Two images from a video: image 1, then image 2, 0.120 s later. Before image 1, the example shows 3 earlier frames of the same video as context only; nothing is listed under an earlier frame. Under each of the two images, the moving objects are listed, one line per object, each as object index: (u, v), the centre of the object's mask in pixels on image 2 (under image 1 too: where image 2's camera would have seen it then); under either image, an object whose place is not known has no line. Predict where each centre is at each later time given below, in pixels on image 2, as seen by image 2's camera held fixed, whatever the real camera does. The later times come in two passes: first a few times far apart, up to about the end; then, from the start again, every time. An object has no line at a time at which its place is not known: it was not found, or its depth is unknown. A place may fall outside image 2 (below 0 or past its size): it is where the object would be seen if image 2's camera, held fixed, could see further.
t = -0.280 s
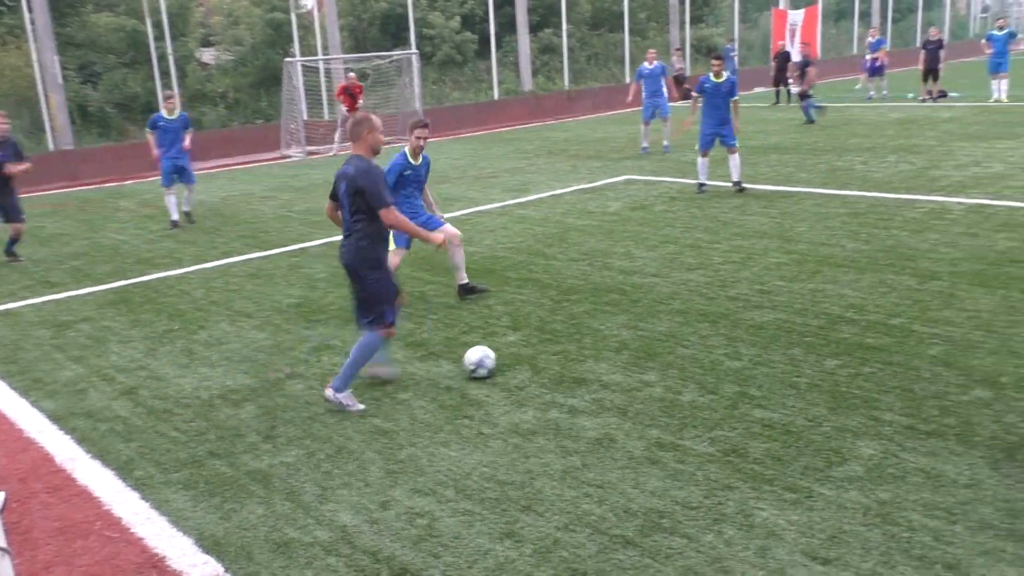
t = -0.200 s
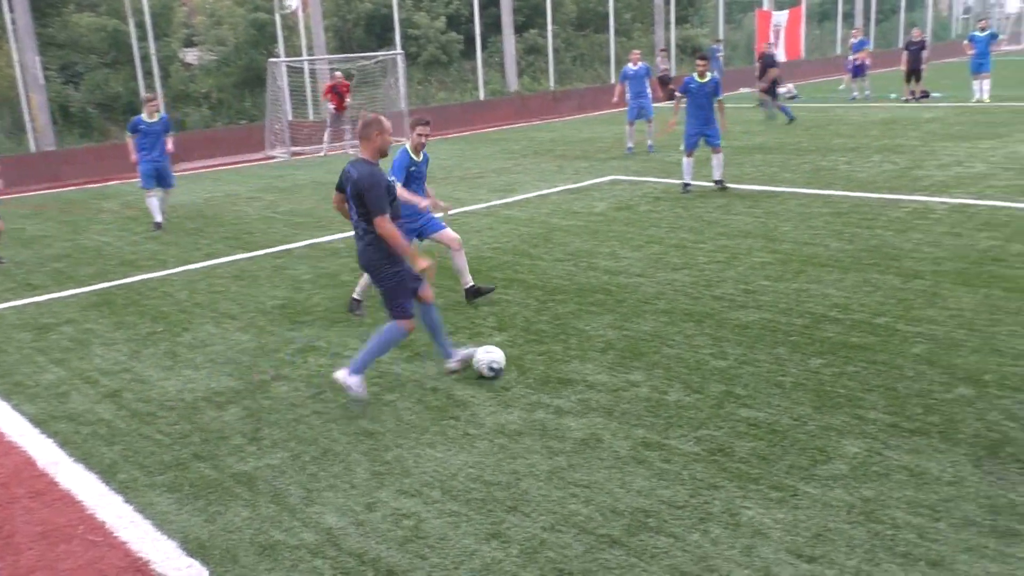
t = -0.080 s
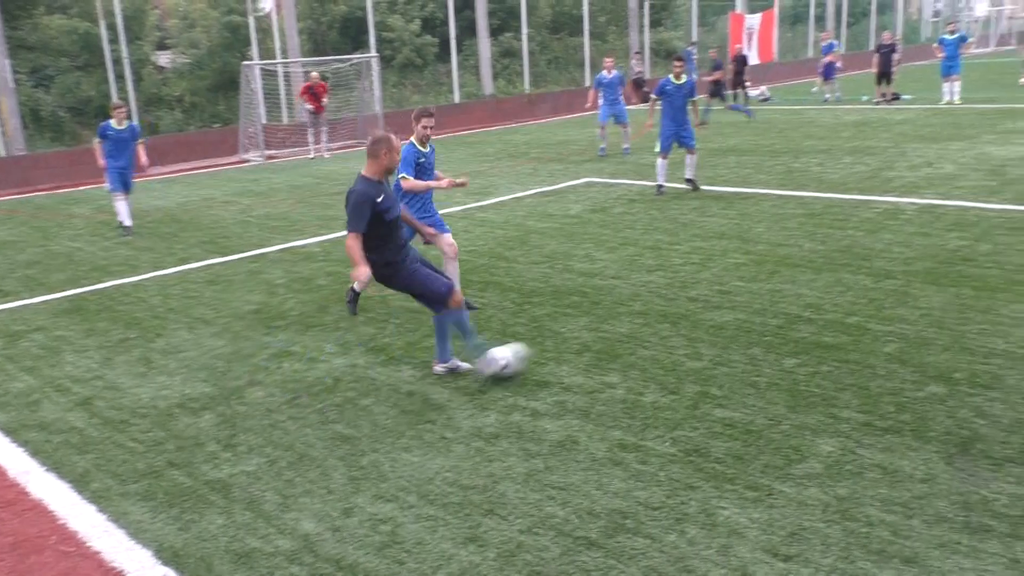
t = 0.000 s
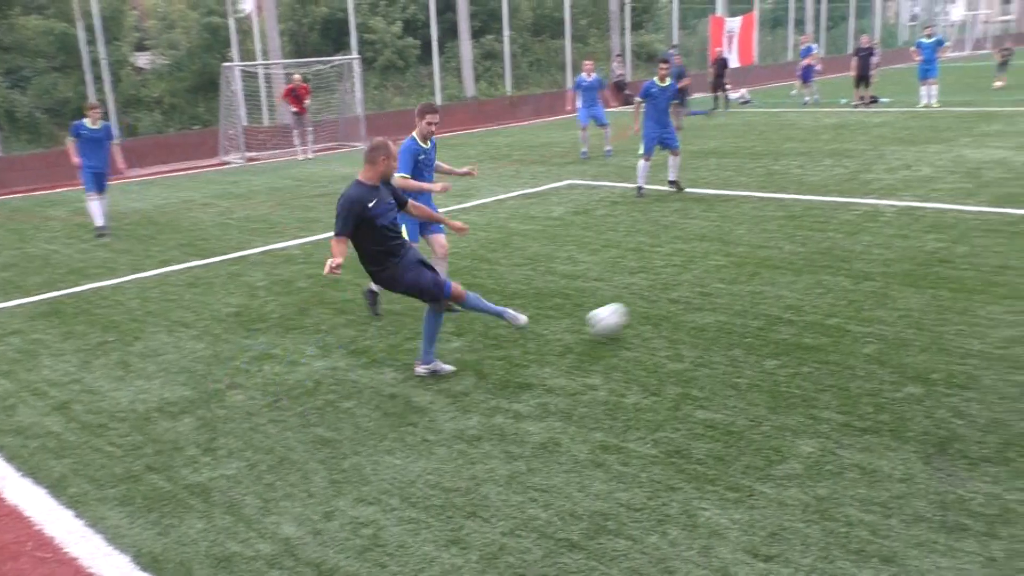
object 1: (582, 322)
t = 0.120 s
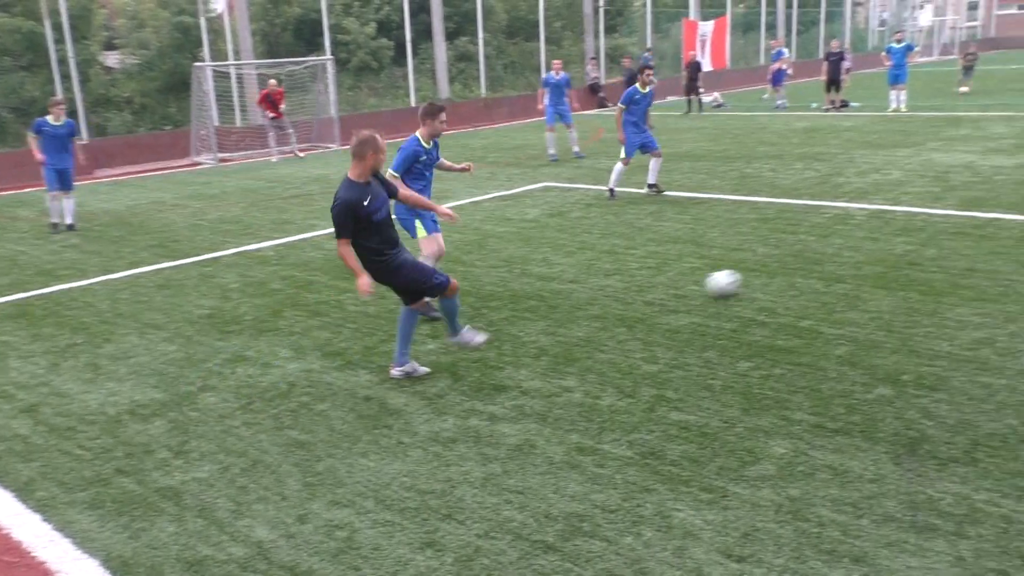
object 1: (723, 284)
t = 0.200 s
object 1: (792, 258)
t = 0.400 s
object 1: (912, 214)
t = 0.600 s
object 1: (992, 194)
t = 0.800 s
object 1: (1049, 173)
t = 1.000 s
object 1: (1095, 156)
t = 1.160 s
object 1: (1125, 142)
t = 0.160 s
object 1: (760, 272)
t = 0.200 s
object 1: (792, 258)
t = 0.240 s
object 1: (821, 249)
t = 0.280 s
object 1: (849, 242)
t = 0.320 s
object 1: (873, 235)
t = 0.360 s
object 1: (894, 222)
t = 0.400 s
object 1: (912, 214)
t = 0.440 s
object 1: (932, 206)
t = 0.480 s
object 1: (948, 203)
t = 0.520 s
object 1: (963, 200)
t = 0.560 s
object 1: (978, 199)
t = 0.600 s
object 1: (992, 194)
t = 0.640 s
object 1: (1004, 188)
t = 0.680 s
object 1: (1017, 183)
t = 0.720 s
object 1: (1028, 181)
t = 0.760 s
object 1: (1039, 178)
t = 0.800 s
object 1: (1049, 173)
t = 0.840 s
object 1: (1060, 168)
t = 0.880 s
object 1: (1068, 166)
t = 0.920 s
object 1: (1078, 162)
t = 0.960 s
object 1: (1086, 158)
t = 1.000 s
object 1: (1095, 156)
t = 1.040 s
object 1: (1103, 154)
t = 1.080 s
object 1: (1111, 150)
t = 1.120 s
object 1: (1118, 145)
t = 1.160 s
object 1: (1125, 142)
